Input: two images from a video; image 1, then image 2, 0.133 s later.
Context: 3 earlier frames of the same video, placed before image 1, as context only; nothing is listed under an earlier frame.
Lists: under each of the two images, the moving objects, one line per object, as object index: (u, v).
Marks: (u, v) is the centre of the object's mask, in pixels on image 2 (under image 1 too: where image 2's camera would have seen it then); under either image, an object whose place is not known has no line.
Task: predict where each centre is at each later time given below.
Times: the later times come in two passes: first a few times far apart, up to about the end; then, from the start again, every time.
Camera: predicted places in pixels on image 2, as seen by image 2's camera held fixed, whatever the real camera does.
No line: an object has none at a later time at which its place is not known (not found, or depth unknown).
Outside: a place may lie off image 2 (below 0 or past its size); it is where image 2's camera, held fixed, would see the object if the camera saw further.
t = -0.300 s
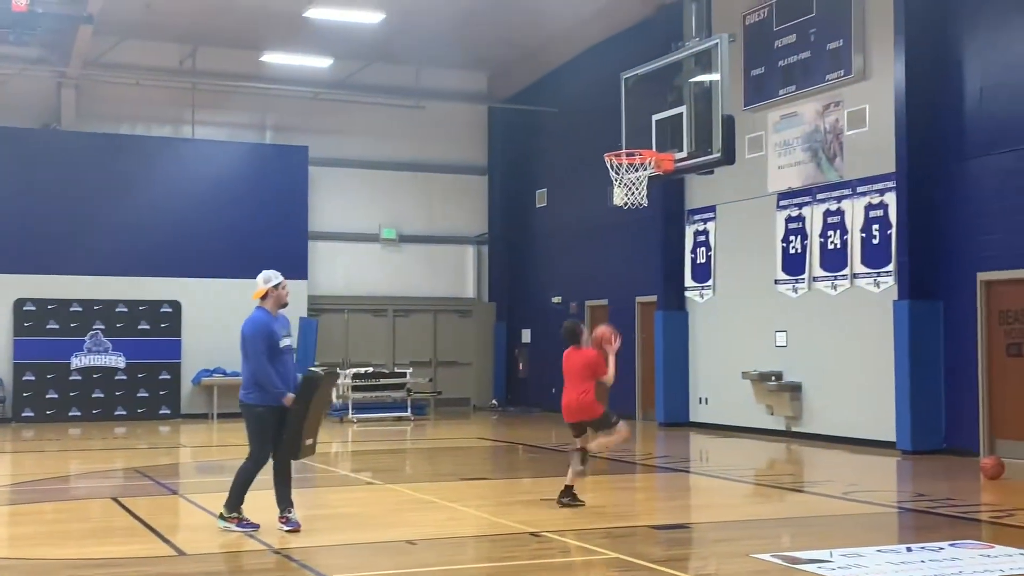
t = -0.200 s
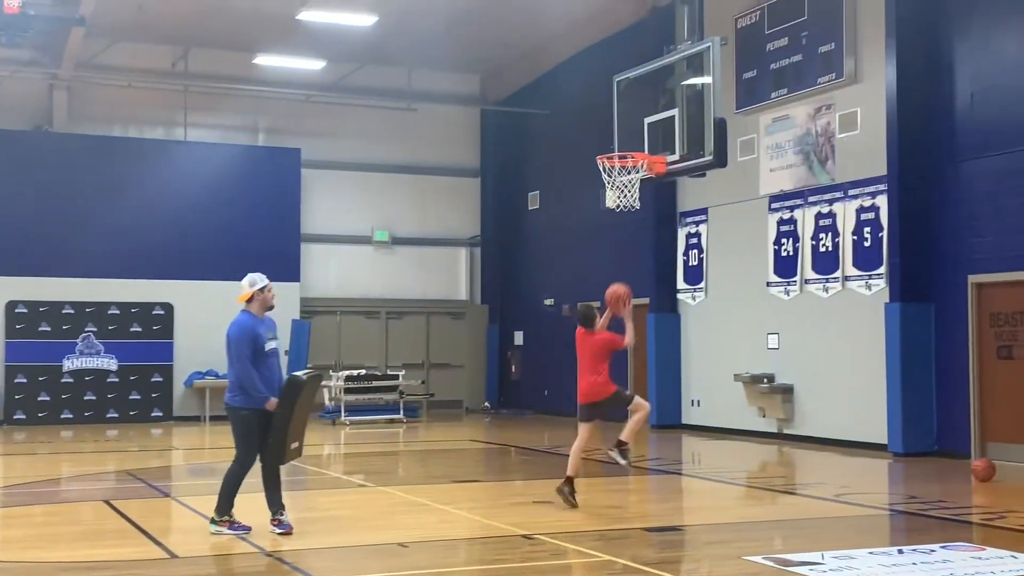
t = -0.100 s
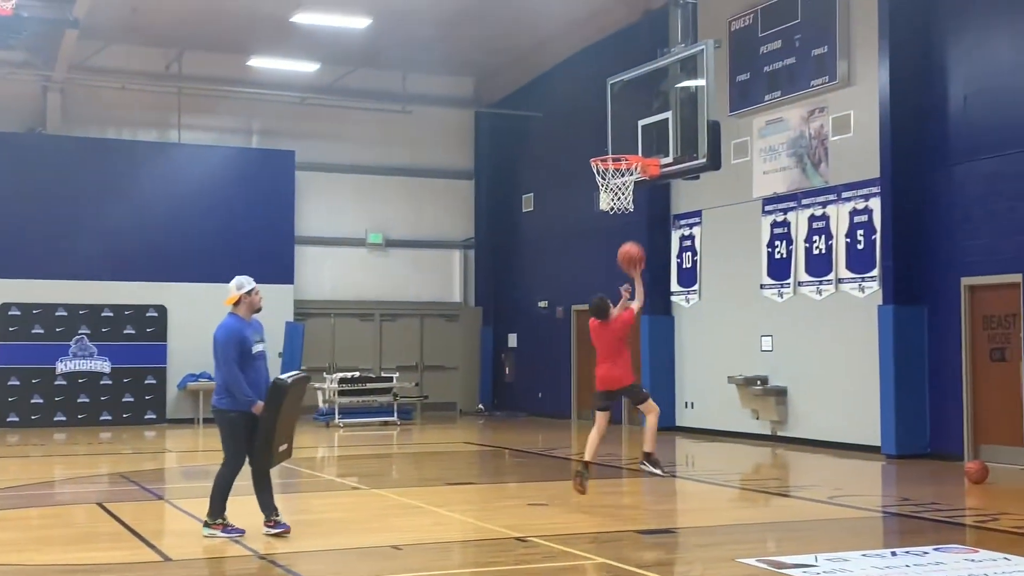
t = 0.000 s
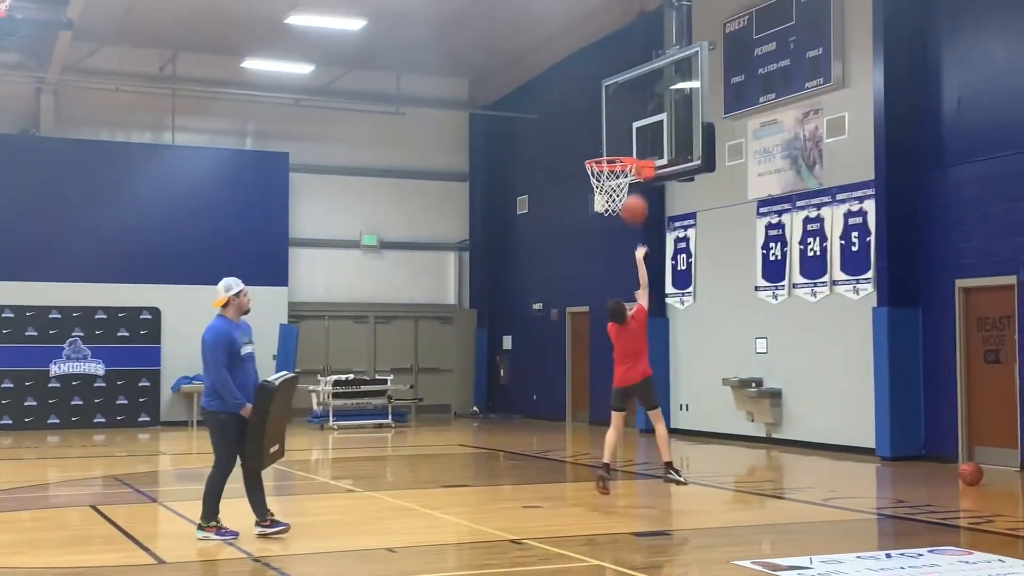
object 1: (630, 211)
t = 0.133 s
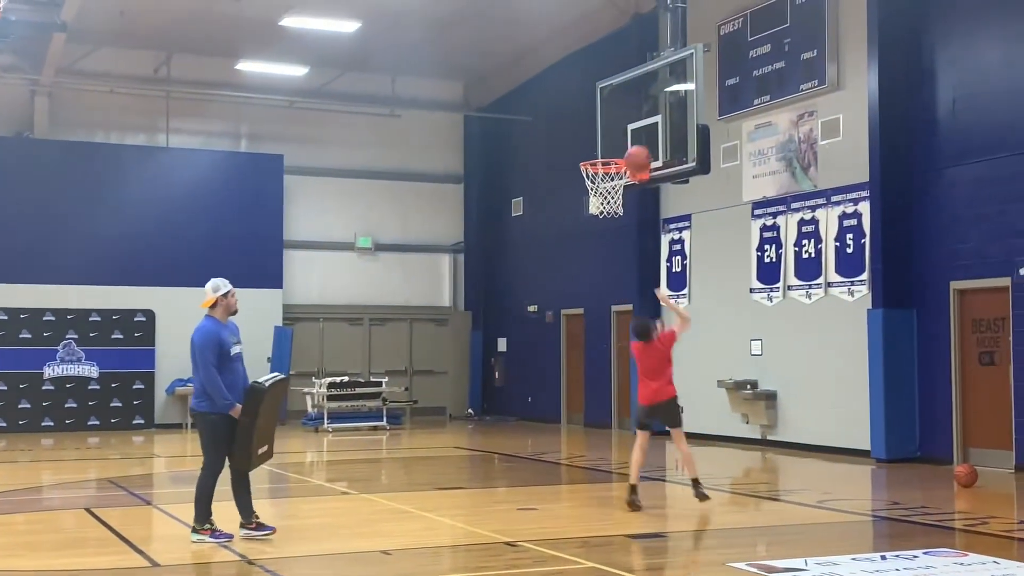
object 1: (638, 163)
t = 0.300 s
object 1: (648, 125)
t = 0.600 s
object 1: (608, 150)
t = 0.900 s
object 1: (596, 189)
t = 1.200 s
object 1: (618, 255)
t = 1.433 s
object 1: (635, 372)
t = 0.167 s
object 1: (639, 149)
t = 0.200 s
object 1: (642, 141)
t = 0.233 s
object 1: (644, 136)
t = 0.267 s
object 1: (645, 129)
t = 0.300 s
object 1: (648, 125)
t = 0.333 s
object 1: (645, 123)
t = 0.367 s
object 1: (640, 122)
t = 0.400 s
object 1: (636, 124)
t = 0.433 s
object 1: (631, 126)
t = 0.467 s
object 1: (626, 129)
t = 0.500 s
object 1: (621, 133)
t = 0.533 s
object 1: (616, 138)
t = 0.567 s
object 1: (612, 145)
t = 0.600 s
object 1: (608, 150)
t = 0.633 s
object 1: (605, 151)
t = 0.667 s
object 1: (604, 152)
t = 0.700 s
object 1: (602, 154)
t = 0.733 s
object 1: (601, 162)
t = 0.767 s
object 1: (598, 168)
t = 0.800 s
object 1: (595, 174)
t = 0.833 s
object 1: (593, 180)
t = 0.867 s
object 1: (595, 185)
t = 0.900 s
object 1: (596, 189)
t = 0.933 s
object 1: (597, 191)
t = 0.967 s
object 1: (601, 196)
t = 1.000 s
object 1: (605, 200)
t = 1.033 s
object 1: (607, 208)
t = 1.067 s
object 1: (609, 219)
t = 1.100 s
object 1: (611, 223)
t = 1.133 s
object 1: (613, 232)
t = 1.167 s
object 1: (616, 243)
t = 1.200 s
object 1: (618, 255)
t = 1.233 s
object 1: (620, 268)
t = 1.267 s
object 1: (623, 282)
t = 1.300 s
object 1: (625, 297)
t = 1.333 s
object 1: (627, 315)
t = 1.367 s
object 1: (629, 333)
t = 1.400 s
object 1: (633, 352)
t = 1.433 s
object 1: (635, 372)
